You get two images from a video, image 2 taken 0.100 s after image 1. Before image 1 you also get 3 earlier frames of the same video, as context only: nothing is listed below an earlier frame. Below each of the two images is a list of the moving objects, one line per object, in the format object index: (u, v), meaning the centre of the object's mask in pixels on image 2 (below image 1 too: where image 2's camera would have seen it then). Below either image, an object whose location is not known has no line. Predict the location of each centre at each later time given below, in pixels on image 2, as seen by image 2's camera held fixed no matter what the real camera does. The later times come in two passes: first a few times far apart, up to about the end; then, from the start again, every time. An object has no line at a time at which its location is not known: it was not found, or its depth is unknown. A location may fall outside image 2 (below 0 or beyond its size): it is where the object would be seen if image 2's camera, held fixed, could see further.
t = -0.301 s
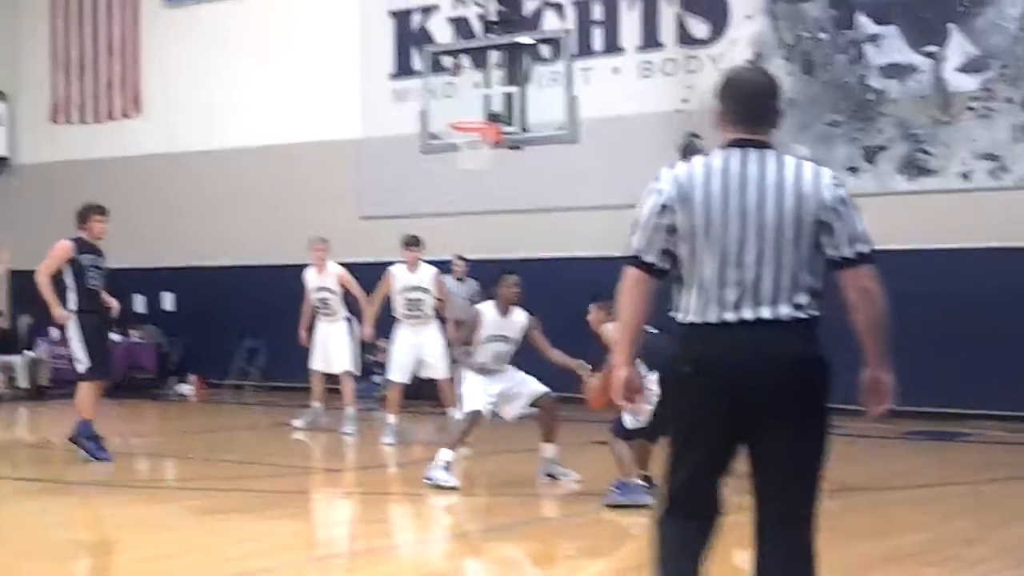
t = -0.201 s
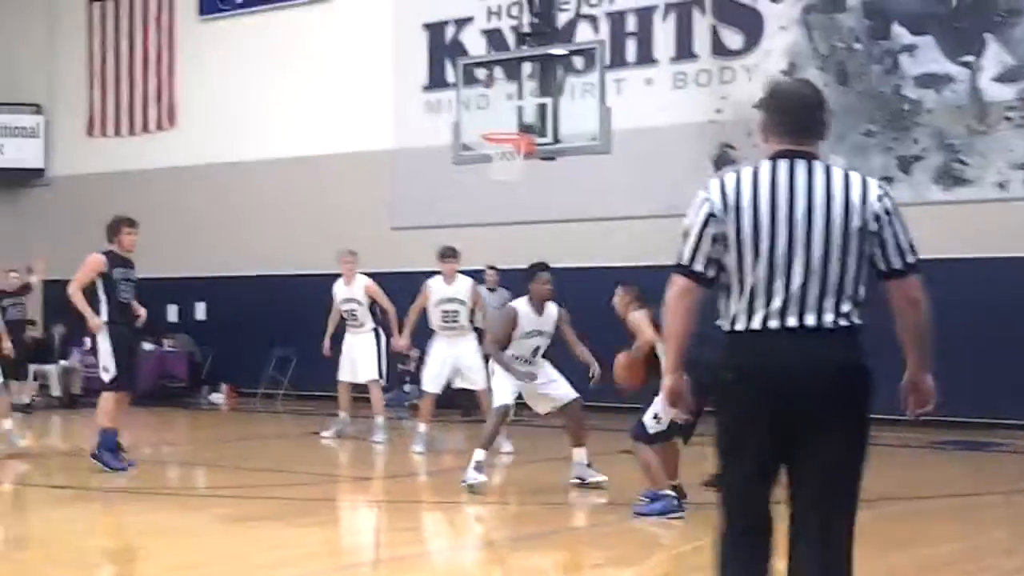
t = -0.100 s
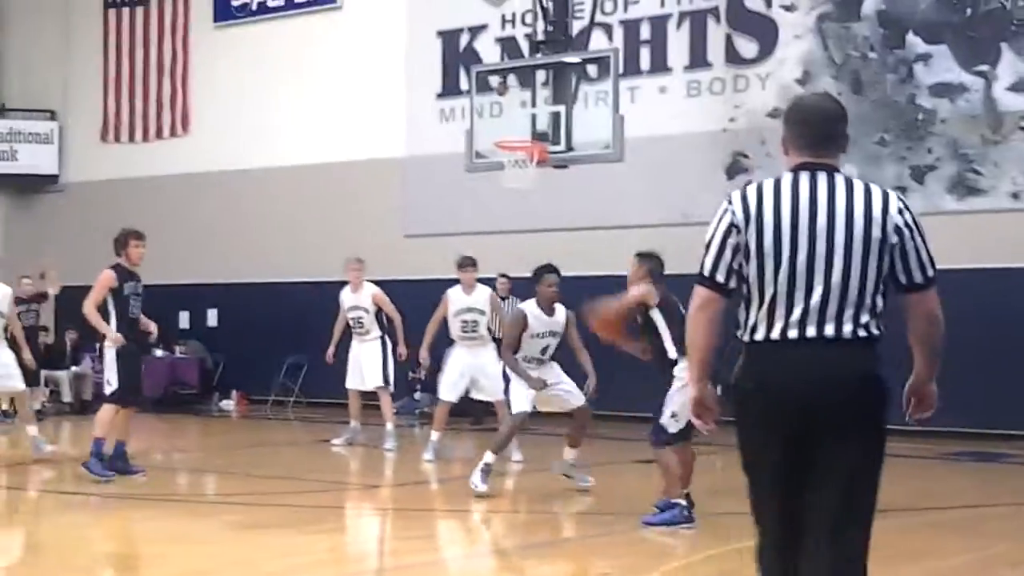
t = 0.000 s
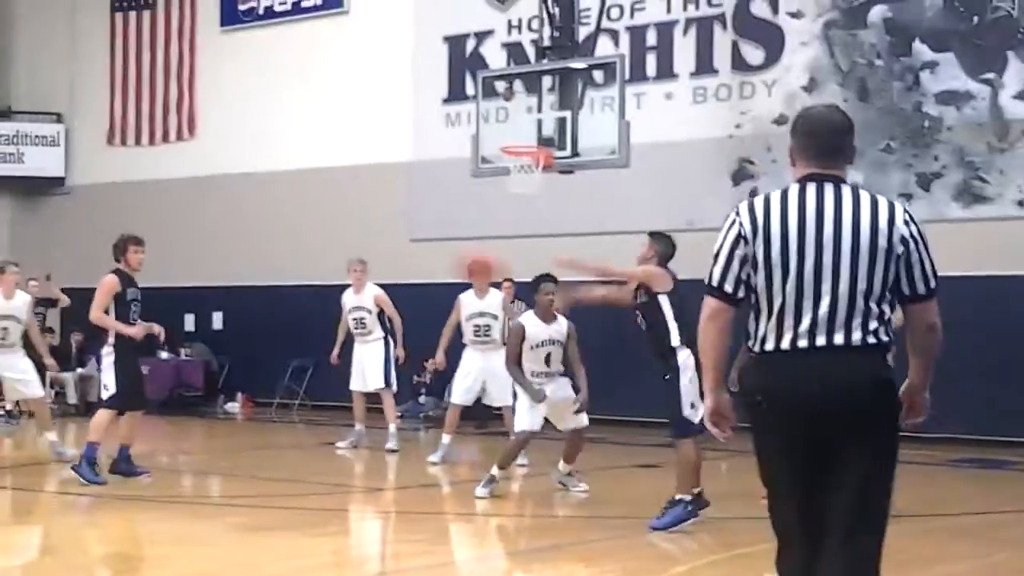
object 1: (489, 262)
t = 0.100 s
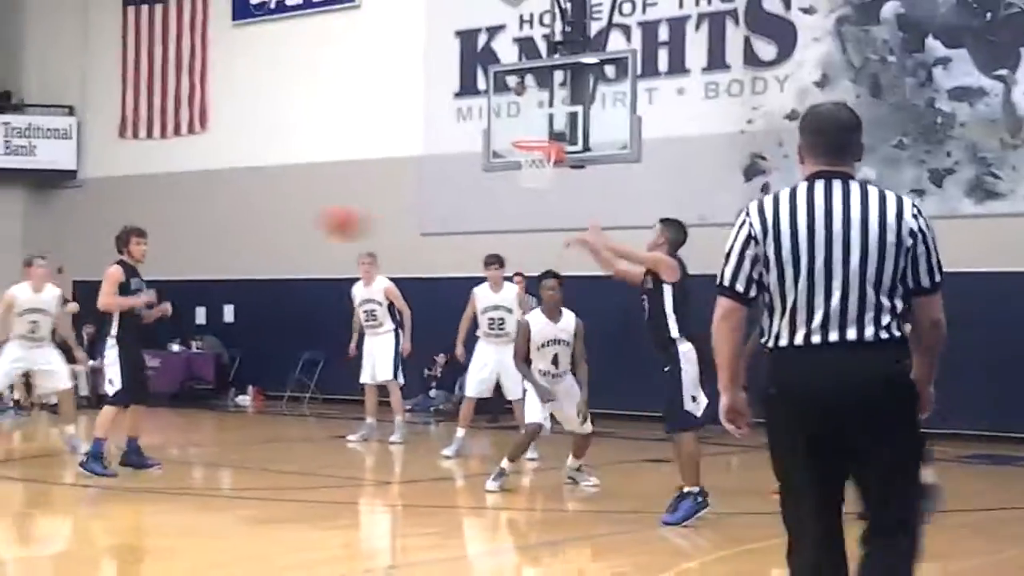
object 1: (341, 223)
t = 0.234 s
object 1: (163, 191)
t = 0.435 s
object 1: (-90, 191)
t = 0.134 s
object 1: (297, 212)
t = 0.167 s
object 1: (252, 204)
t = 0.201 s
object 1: (206, 197)
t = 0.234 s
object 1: (163, 191)
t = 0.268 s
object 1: (121, 188)
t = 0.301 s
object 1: (75, 184)
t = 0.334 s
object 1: (35, 183)
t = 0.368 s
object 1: (-8, 183)
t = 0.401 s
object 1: (-50, 186)
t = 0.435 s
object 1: (-90, 191)
